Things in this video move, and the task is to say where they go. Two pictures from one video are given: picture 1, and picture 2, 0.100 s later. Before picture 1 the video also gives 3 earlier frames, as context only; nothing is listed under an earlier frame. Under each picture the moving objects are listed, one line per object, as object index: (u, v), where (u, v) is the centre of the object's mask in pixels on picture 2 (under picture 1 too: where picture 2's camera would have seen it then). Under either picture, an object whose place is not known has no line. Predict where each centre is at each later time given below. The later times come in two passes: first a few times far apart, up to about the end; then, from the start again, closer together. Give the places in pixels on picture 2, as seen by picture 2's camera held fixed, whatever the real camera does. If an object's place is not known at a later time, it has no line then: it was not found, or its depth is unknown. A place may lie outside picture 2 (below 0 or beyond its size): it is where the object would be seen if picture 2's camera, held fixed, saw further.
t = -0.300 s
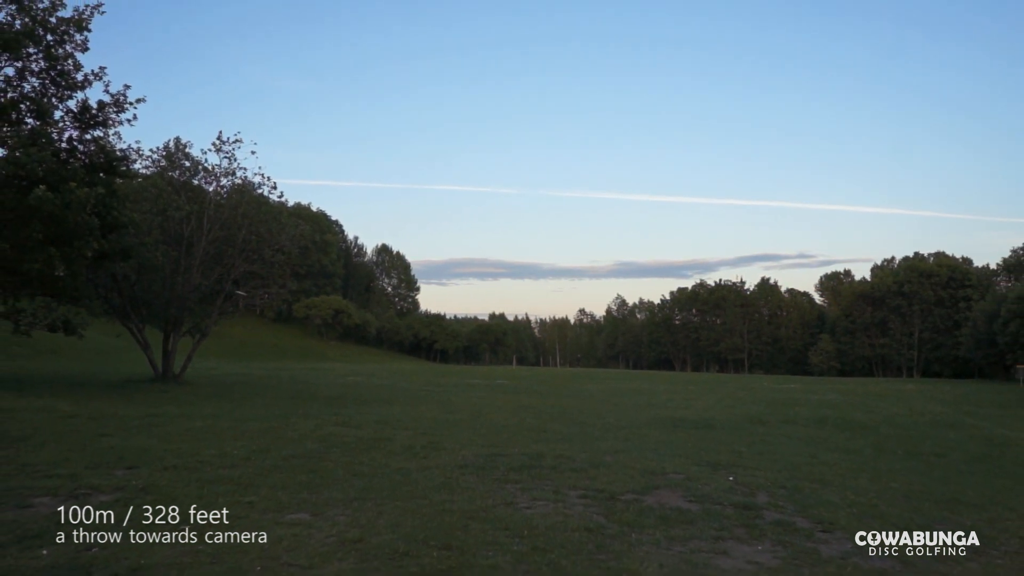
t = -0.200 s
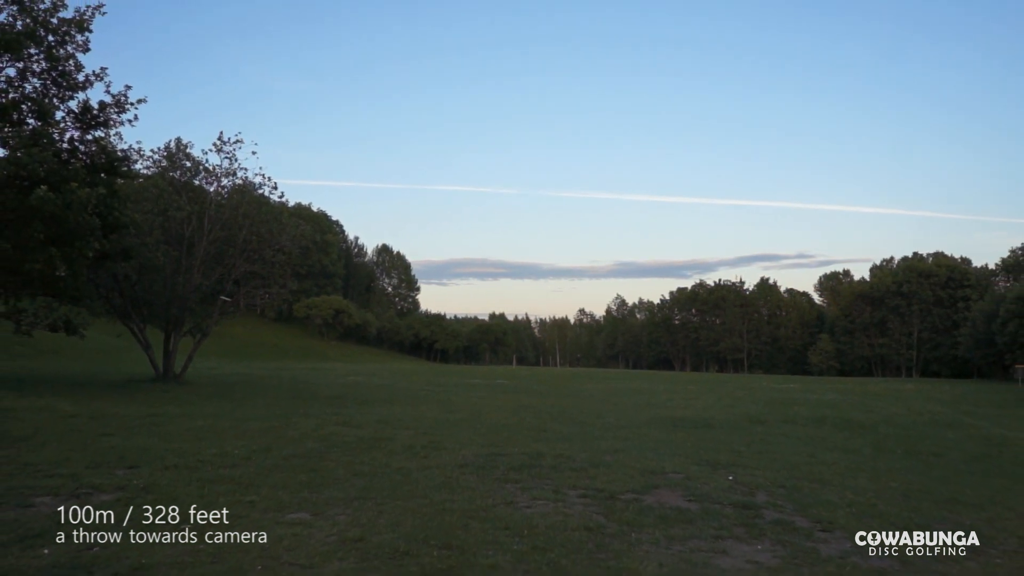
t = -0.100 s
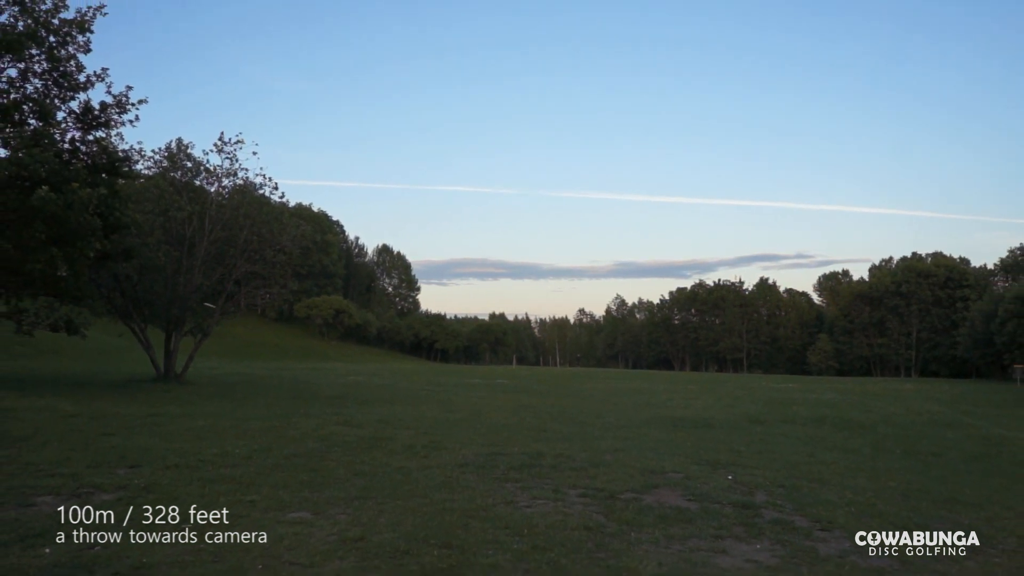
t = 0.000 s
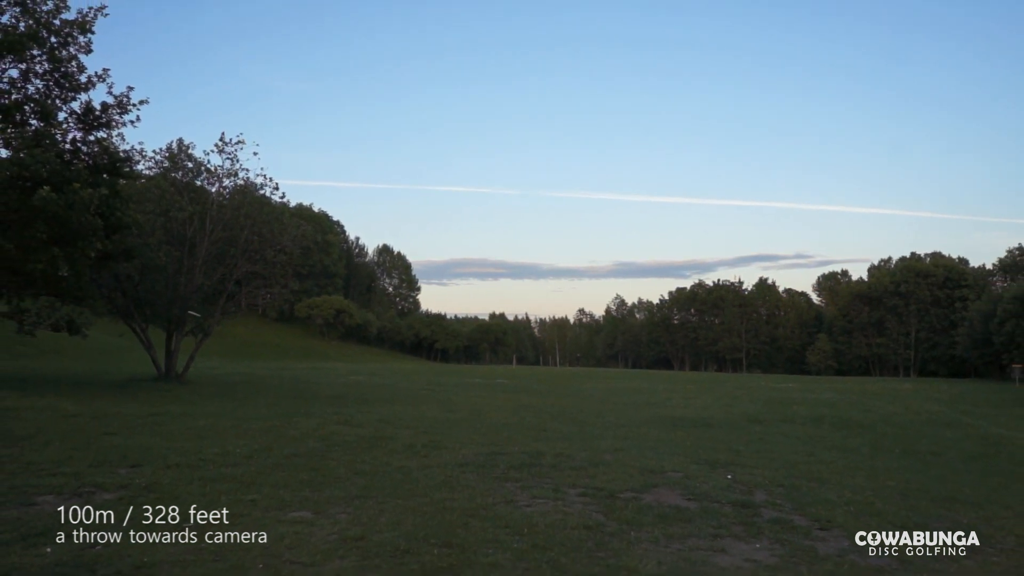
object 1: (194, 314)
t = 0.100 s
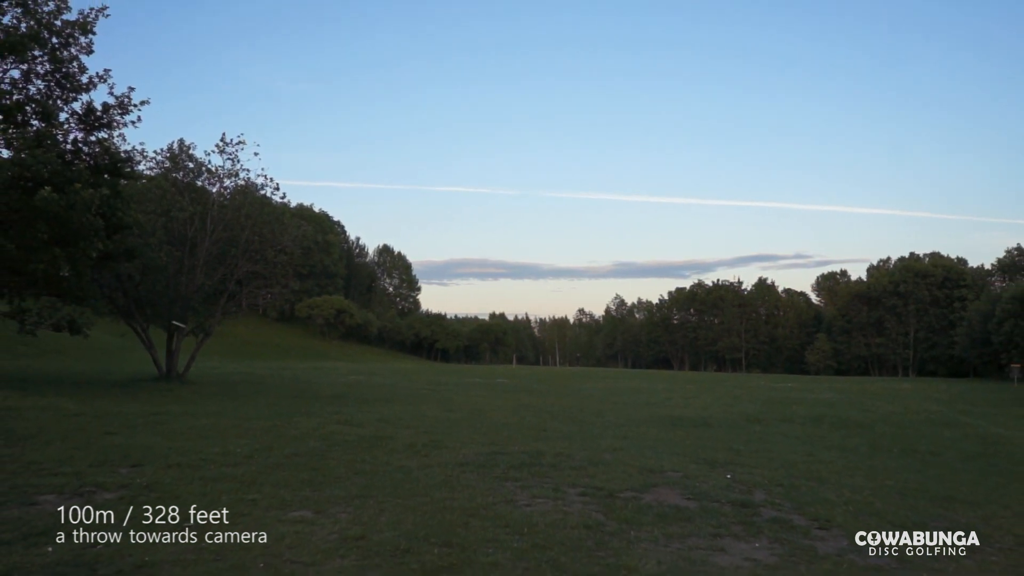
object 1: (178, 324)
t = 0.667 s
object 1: (95, 441)
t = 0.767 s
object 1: (85, 430)
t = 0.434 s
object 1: (128, 378)
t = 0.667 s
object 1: (95, 441)
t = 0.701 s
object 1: (91, 436)
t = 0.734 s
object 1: (87, 432)
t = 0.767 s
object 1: (85, 430)
